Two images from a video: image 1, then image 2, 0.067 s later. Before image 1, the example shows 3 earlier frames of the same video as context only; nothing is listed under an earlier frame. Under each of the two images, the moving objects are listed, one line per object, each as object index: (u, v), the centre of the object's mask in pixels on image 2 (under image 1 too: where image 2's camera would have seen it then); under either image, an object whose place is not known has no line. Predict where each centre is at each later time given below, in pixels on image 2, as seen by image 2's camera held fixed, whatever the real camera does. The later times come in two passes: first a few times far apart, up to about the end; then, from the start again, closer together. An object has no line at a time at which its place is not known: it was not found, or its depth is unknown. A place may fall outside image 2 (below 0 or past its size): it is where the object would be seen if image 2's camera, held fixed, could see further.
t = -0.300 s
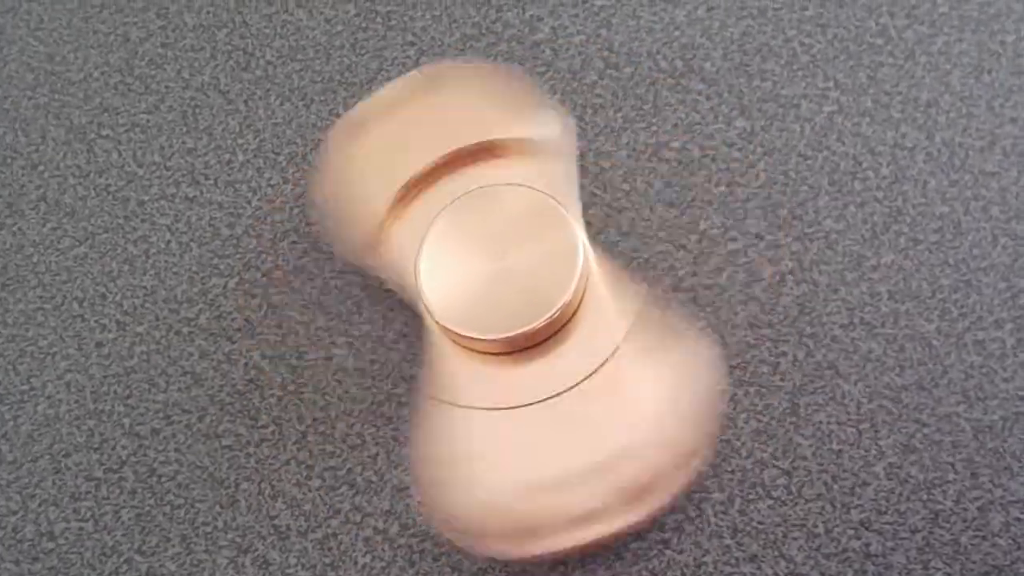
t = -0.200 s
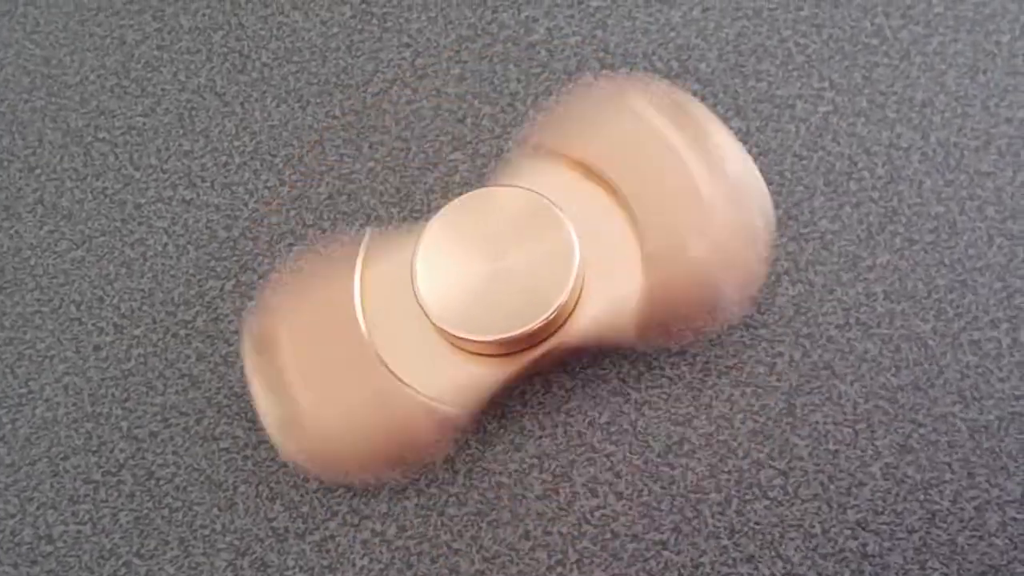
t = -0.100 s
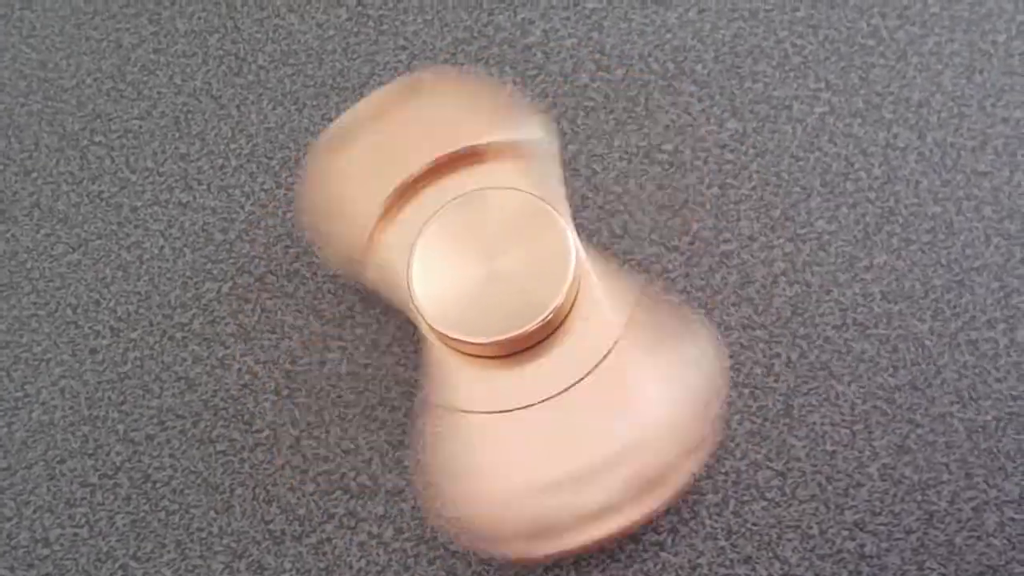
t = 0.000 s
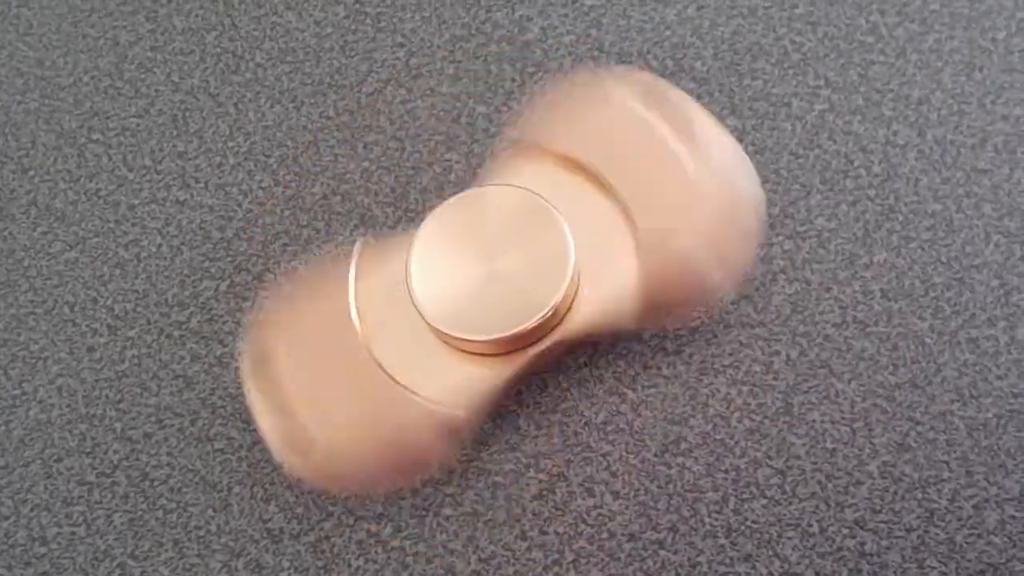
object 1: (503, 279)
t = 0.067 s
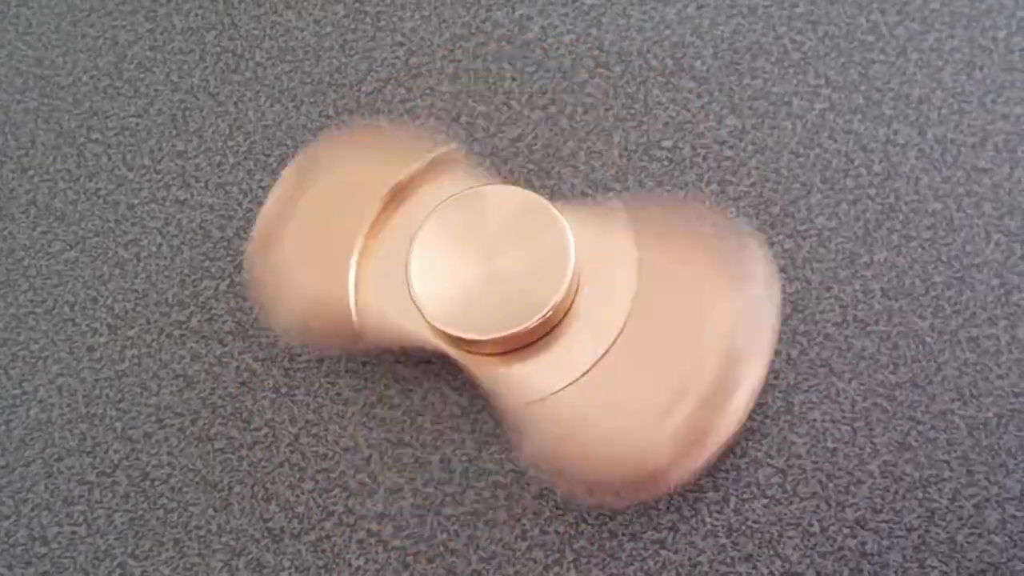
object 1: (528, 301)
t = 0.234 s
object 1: (518, 280)
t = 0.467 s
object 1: (529, 292)
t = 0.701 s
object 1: (527, 305)
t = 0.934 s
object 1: (519, 313)
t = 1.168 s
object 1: (509, 314)
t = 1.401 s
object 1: (499, 308)
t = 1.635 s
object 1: (493, 303)
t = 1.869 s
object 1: (489, 298)
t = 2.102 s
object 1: (490, 291)
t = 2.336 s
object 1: (492, 286)
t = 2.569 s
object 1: (496, 282)
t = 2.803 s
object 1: (501, 280)
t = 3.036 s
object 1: (504, 278)
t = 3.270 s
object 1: (505, 278)
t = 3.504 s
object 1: (507, 277)
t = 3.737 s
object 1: (508, 277)
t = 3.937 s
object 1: (493, 287)
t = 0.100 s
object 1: (515, 315)
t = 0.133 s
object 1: (496, 313)
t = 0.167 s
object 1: (488, 295)
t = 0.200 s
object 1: (500, 280)
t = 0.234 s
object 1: (518, 280)
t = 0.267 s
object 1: (528, 297)
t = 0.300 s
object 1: (520, 312)
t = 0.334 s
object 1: (500, 315)
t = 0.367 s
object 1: (488, 302)
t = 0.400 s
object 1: (494, 284)
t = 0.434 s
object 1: (513, 278)
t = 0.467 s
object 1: (529, 292)
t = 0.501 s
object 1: (524, 310)
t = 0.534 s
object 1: (506, 318)
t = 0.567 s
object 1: (491, 307)
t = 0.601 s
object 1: (492, 287)
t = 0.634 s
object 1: (507, 278)
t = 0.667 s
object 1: (524, 287)
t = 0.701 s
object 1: (527, 305)
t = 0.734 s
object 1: (513, 318)
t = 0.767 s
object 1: (495, 313)
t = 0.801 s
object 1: (488, 293)
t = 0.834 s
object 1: (501, 279)
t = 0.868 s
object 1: (521, 282)
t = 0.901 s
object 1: (529, 298)
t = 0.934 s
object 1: (519, 313)
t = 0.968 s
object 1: (500, 315)
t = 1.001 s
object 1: (488, 300)
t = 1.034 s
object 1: (494, 284)
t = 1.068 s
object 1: (513, 278)
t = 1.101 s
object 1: (529, 291)
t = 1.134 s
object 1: (525, 310)
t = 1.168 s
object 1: (509, 314)
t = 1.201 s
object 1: (491, 306)
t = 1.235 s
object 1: (490, 289)
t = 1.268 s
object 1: (504, 279)
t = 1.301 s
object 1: (523, 283)
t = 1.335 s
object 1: (530, 300)
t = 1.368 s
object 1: (518, 314)
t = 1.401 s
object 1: (499, 308)
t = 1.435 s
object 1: (490, 294)
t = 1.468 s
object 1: (498, 280)
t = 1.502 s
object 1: (517, 278)
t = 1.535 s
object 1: (528, 290)
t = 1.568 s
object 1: (524, 308)
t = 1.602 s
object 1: (509, 313)
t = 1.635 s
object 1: (493, 303)
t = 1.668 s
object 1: (491, 289)
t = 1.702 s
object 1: (505, 278)
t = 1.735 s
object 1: (523, 283)
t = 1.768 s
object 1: (530, 299)
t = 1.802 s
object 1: (518, 311)
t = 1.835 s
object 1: (499, 310)
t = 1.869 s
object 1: (489, 298)
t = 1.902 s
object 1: (495, 282)
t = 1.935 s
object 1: (513, 278)
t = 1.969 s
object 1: (526, 290)
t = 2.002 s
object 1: (524, 307)
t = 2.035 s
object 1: (510, 310)
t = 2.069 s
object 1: (493, 306)
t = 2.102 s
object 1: (490, 291)
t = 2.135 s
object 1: (502, 279)
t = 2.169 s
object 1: (520, 281)
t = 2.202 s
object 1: (529, 297)
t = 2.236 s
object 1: (522, 313)
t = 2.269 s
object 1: (503, 313)
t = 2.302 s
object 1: (490, 302)
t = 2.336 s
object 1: (492, 286)
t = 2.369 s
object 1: (508, 278)
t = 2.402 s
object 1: (524, 284)
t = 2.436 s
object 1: (530, 302)
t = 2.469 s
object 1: (518, 314)
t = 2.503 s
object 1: (498, 312)
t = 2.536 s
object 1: (490, 297)
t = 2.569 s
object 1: (496, 282)
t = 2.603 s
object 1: (514, 278)
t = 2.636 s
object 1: (527, 289)
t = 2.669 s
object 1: (527, 307)
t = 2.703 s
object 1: (512, 313)
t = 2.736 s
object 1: (495, 308)
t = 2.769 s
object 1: (491, 294)
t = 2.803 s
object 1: (501, 280)
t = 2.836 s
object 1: (519, 278)
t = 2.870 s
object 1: (529, 294)
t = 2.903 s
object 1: (525, 310)
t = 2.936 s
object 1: (507, 315)
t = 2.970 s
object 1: (493, 305)
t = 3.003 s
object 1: (490, 290)
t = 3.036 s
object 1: (504, 278)
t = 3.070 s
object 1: (521, 281)
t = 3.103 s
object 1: (529, 296)
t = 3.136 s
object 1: (522, 310)
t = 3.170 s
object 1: (507, 312)
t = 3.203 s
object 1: (492, 304)
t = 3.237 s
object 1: (492, 289)
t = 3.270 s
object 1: (505, 278)
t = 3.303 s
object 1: (523, 282)
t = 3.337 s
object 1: (531, 298)
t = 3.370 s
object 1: (525, 312)
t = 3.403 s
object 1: (508, 313)
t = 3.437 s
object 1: (494, 301)
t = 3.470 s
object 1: (492, 286)
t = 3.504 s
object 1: (507, 277)
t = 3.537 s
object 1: (525, 282)
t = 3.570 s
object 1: (530, 300)
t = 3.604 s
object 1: (522, 313)
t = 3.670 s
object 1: (493, 303)
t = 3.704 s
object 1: (493, 287)
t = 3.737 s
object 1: (508, 277)
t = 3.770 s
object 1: (523, 282)
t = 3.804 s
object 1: (531, 299)
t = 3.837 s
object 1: (524, 311)
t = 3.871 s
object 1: (502, 314)
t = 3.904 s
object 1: (493, 303)
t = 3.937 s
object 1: (493, 287)
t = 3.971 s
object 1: (505, 278)
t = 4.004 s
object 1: (521, 282)
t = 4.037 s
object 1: (534, 296)
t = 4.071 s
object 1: (521, 312)
